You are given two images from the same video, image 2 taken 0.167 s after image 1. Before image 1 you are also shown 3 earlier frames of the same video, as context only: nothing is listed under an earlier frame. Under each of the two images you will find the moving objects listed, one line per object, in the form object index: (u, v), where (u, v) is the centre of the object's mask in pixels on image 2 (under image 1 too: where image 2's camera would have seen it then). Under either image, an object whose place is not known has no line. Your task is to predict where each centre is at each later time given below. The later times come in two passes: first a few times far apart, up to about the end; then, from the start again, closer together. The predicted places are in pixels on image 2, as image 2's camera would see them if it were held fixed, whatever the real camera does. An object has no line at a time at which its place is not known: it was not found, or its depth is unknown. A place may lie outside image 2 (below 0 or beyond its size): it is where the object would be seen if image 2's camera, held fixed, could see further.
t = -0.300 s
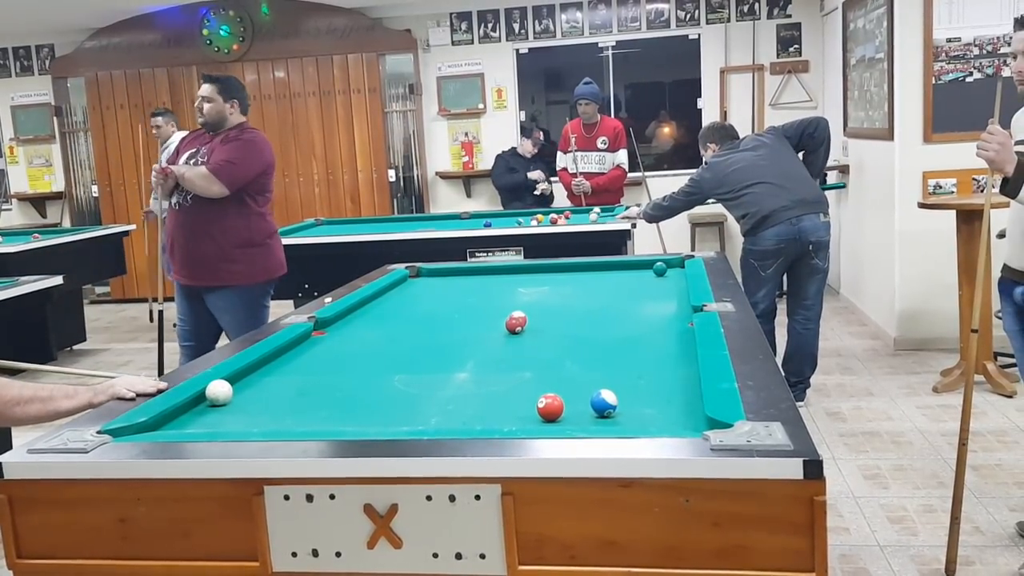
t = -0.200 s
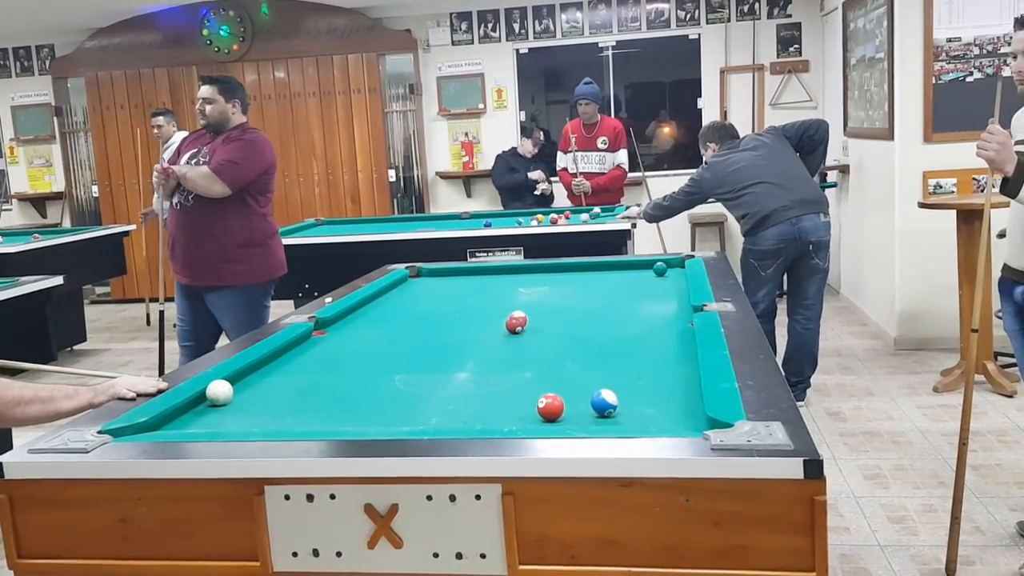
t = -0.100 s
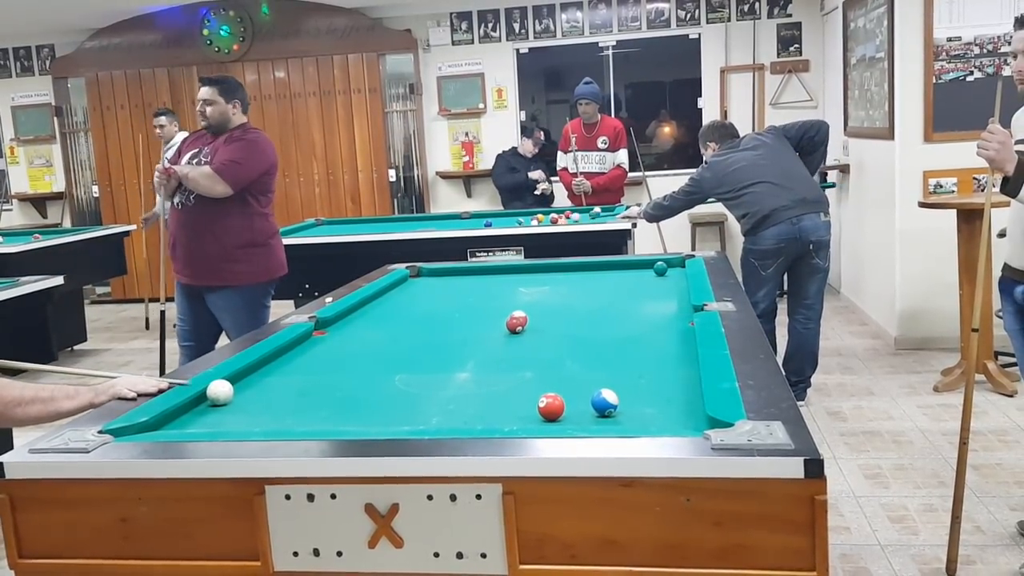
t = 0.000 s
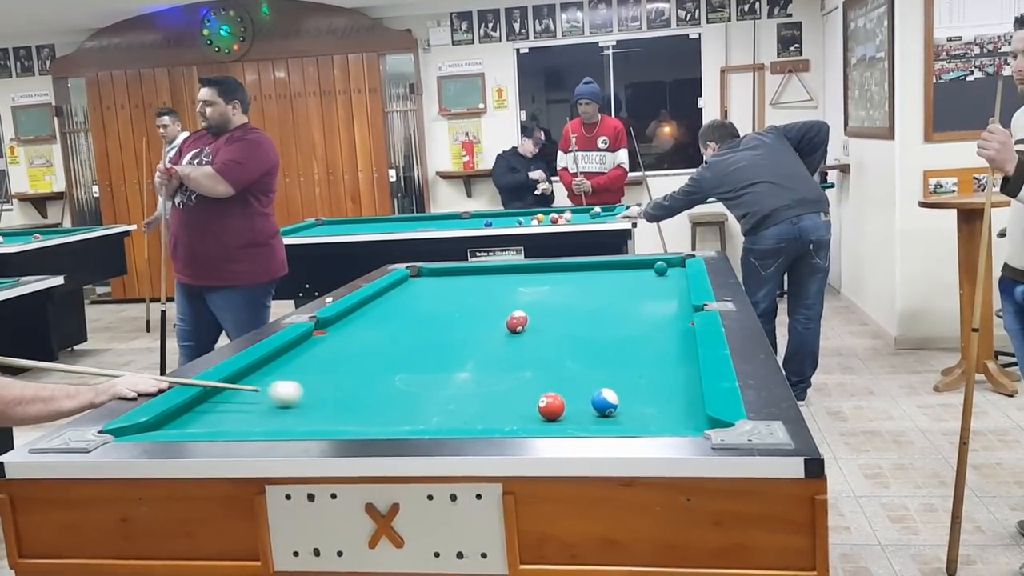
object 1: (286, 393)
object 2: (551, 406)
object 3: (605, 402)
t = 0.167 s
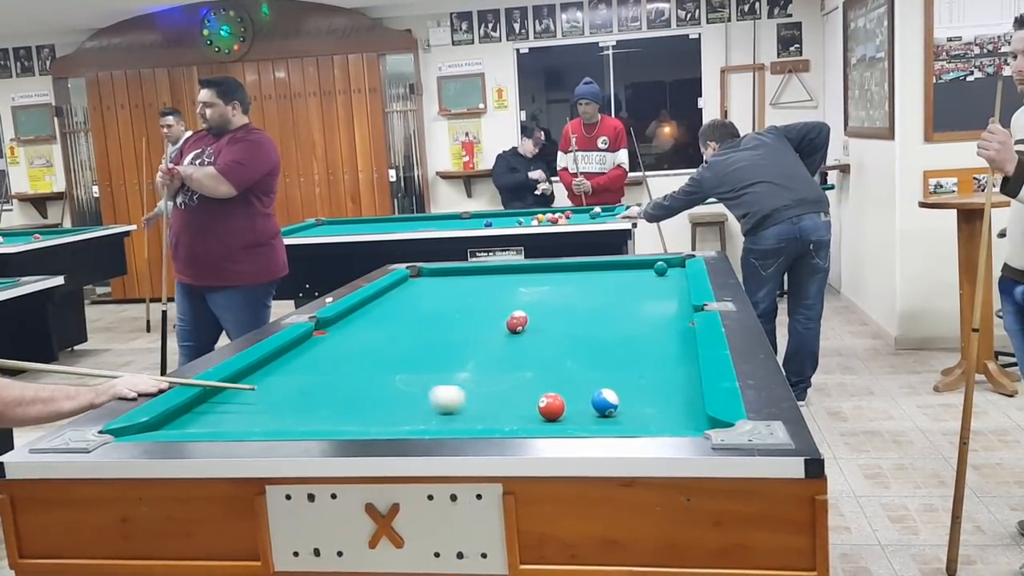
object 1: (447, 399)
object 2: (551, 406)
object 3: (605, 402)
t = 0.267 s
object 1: (537, 400)
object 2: (575, 408)
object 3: (605, 402)
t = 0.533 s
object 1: (648, 386)
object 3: (628, 409)
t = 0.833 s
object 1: (635, 373)
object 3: (672, 416)
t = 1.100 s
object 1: (574, 365)
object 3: (701, 422)
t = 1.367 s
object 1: (521, 359)
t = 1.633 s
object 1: (475, 353)
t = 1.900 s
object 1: (435, 348)
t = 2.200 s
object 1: (397, 343)
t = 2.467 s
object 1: (366, 339)
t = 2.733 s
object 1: (340, 336)
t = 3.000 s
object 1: (316, 333)
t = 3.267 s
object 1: (332, 331)
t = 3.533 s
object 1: (350, 328)
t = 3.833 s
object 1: (366, 326)
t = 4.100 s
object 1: (377, 325)
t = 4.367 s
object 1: (385, 324)
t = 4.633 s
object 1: (390, 323)
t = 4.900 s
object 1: (392, 323)
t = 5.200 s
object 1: (391, 323)
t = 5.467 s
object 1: (391, 323)
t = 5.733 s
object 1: (391, 323)
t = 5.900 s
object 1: (391, 323)
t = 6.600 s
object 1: (392, 323)
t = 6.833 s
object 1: (391, 323)
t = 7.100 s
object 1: (391, 323)
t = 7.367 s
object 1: (391, 323)
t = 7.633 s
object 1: (391, 323)
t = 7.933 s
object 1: (391, 323)
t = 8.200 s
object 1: (391, 323)
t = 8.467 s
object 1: (391, 323)
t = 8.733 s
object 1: (391, 323)
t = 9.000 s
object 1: (391, 323)
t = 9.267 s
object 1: (391, 323)
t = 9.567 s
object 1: (391, 323)
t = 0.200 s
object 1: (482, 399)
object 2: (551, 406)
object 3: (605, 402)
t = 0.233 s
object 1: (517, 401)
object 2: (551, 406)
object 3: (605, 402)
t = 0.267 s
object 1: (537, 400)
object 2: (575, 408)
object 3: (605, 402)
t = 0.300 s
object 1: (550, 399)
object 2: (608, 412)
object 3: (605, 396)
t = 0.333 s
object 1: (564, 397)
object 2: (642, 415)
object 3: (605, 402)
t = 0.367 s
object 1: (579, 396)
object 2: (677, 419)
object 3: (605, 402)
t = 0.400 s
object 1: (591, 392)
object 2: (705, 422)
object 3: (609, 403)
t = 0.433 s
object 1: (606, 388)
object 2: (710, 426)
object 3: (614, 405)
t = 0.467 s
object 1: (621, 386)
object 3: (619, 407)
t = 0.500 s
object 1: (636, 387)
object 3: (624, 407)
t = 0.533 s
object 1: (648, 386)
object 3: (628, 409)
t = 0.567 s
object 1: (661, 384)
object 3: (633, 409)
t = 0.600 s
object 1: (674, 382)
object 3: (639, 410)
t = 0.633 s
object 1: (686, 381)
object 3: (643, 412)
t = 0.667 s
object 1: (680, 379)
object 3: (648, 413)
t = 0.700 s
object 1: (670, 378)
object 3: (653, 414)
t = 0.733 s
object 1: (661, 377)
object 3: (657, 414)
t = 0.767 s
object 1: (652, 376)
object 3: (662, 415)
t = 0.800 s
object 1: (644, 375)
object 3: (667, 415)
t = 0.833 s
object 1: (635, 373)
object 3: (672, 416)
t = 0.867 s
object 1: (627, 372)
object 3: (678, 417)
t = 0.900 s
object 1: (619, 371)
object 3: (683, 418)
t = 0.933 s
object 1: (611, 370)
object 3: (688, 419)
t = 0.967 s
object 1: (603, 369)
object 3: (692, 420)
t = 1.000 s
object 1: (596, 368)
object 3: (696, 421)
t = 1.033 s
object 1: (588, 367)
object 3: (700, 421)
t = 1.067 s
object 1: (581, 366)
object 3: (701, 422)
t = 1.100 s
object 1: (574, 365)
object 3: (701, 422)
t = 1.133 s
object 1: (567, 364)
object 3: (702, 424)
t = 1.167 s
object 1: (560, 364)
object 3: (703, 424)
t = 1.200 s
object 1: (553, 363)
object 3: (706, 425)
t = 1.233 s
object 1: (547, 362)
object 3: (709, 427)
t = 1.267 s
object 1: (540, 361)
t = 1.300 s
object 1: (533, 360)
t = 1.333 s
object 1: (527, 359)
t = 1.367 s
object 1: (521, 359)
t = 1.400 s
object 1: (515, 358)
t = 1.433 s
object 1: (509, 357)
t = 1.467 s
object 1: (503, 356)
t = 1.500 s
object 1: (497, 356)
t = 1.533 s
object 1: (491, 355)
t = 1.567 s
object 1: (486, 354)
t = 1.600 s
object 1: (481, 354)
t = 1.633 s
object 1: (475, 353)
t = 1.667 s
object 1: (470, 352)
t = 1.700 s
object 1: (465, 351)
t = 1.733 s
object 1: (459, 351)
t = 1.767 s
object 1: (454, 350)
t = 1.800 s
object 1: (450, 350)
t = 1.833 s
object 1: (445, 349)
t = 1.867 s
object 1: (440, 348)
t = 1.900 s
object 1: (435, 348)
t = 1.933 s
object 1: (431, 347)
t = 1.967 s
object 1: (426, 347)
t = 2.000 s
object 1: (422, 346)
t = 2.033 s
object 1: (417, 346)
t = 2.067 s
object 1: (413, 345)
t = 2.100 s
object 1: (409, 345)
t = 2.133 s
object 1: (405, 344)
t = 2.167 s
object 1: (401, 344)
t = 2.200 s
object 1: (397, 343)
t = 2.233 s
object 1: (392, 343)
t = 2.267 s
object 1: (389, 342)
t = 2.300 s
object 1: (385, 342)
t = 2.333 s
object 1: (381, 341)
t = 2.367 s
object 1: (377, 341)
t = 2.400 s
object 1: (373, 340)
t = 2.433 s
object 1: (369, 340)
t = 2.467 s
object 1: (366, 339)
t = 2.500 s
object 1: (363, 339)
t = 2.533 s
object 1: (359, 339)
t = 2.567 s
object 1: (356, 338)
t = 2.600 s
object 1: (352, 338)
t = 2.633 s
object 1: (349, 337)
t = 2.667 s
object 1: (346, 337)
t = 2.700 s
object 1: (343, 337)
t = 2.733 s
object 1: (340, 336)
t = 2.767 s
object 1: (337, 336)
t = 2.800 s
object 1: (333, 336)
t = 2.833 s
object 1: (331, 335)
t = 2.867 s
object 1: (328, 335)
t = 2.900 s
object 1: (324, 334)
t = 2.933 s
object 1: (322, 334)
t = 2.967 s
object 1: (319, 334)
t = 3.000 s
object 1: (316, 333)
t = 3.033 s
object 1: (315, 333)
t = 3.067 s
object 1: (317, 333)
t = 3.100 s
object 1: (320, 332)
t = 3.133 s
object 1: (322, 332)
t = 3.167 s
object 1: (325, 332)
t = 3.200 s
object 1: (327, 331)
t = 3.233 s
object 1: (330, 331)
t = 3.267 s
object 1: (332, 331)
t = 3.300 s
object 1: (335, 330)
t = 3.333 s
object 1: (337, 330)
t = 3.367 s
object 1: (339, 330)
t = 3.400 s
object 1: (341, 329)
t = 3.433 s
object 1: (344, 329)
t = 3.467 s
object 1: (346, 329)
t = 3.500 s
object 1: (348, 329)
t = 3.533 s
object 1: (350, 328)
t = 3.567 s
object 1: (352, 328)
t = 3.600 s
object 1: (354, 328)
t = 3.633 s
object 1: (356, 327)
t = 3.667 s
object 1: (357, 327)
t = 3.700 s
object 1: (359, 327)
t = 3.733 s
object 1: (361, 327)
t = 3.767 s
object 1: (362, 327)
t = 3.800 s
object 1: (364, 326)
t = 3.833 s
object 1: (366, 326)
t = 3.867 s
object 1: (367, 326)
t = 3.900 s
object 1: (369, 326)
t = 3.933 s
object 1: (370, 326)
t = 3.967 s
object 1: (371, 325)
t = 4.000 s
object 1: (373, 325)
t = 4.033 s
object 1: (374, 325)
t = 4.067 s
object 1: (375, 325)
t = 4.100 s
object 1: (377, 325)
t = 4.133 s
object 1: (378, 325)
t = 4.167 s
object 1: (379, 324)
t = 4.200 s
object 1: (380, 324)
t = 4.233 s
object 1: (381, 324)
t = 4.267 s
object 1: (382, 324)
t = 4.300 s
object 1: (383, 324)
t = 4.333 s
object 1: (384, 324)
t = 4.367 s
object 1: (385, 324)
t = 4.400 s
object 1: (386, 324)
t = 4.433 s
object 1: (386, 324)
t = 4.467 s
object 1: (387, 324)
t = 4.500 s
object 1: (387, 324)
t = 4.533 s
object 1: (388, 323)
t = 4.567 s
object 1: (389, 323)
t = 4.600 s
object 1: (389, 323)
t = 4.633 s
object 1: (390, 323)
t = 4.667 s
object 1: (390, 323)
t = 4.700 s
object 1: (391, 323)
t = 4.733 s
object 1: (391, 323)
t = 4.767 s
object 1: (391, 323)
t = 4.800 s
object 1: (391, 323)
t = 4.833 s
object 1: (392, 323)
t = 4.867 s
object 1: (392, 323)
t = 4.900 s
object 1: (392, 323)
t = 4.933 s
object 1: (392, 323)
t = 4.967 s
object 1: (392, 323)
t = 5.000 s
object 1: (392, 323)
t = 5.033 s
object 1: (392, 323)
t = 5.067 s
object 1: (392, 323)
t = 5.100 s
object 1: (392, 323)
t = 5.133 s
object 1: (391, 323)
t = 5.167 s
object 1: (391, 323)
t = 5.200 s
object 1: (391, 323)
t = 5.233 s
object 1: (391, 323)
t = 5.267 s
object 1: (391, 323)
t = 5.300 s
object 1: (391, 323)
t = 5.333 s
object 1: (391, 323)
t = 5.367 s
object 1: (391, 323)
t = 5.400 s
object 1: (391, 323)
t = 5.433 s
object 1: (391, 323)
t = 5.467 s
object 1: (391, 323)
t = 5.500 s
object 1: (391, 323)
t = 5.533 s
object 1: (391, 323)
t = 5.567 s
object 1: (391, 323)
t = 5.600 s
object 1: (391, 323)
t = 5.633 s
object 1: (391, 323)
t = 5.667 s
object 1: (391, 323)
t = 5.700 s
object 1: (391, 323)
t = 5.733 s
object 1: (391, 323)
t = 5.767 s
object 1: (391, 323)
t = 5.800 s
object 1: (391, 323)
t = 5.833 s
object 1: (391, 323)
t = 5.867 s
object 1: (395, 323)
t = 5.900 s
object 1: (391, 323)
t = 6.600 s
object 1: (392, 323)
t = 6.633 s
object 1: (392, 323)
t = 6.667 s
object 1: (392, 323)
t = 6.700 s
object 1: (392, 323)
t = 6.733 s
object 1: (391, 323)
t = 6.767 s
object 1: (391, 323)
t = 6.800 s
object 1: (391, 323)
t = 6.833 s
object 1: (391, 323)
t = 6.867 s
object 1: (391, 323)
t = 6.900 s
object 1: (391, 323)
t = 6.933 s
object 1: (391, 323)
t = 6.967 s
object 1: (392, 323)
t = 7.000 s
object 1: (391, 323)
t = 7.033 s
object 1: (391, 323)
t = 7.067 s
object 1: (391, 323)
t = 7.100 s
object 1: (391, 323)
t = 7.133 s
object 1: (391, 323)
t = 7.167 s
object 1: (391, 323)
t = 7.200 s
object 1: (391, 323)
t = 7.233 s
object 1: (391, 323)
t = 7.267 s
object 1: (391, 323)
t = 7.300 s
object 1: (391, 323)
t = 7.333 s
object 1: (391, 323)
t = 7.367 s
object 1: (391, 323)
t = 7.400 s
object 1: (391, 323)
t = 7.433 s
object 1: (391, 323)
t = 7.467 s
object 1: (391, 323)
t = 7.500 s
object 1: (391, 323)
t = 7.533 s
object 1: (391, 323)
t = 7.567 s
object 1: (391, 323)
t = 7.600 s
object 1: (391, 323)
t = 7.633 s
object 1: (391, 323)
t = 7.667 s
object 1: (391, 323)
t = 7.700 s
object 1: (391, 323)
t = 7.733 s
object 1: (392, 323)
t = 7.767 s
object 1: (391, 323)
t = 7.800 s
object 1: (391, 323)
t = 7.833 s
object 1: (391, 323)
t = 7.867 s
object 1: (391, 323)
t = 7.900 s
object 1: (391, 323)
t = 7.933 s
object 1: (391, 323)
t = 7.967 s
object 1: (391, 323)
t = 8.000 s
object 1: (391, 323)
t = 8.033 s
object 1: (391, 324)
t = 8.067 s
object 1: (391, 323)
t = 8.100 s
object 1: (391, 323)
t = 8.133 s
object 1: (391, 323)
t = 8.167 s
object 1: (391, 323)
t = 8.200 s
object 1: (391, 323)
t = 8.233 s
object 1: (391, 323)
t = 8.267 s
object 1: (391, 323)
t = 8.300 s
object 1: (391, 323)
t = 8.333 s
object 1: (391, 323)
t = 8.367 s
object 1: (391, 323)
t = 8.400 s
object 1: (391, 323)
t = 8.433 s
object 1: (391, 323)
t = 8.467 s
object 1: (391, 323)
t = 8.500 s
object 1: (391, 323)
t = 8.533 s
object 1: (391, 323)
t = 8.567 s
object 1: (391, 323)
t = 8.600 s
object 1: (391, 323)
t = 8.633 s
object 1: (391, 323)
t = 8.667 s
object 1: (391, 323)
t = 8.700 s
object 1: (391, 323)
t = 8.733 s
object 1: (391, 323)
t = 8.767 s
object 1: (391, 323)
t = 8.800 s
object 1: (391, 323)
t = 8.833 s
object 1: (391, 323)
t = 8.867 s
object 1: (391, 323)
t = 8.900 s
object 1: (391, 323)
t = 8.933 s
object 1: (391, 323)
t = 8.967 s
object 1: (391, 323)
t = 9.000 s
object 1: (391, 323)
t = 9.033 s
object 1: (391, 323)
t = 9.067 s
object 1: (391, 323)
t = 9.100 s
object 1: (391, 323)
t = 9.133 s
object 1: (391, 323)
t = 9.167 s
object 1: (391, 323)
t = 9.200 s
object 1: (391, 323)
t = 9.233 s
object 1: (391, 323)
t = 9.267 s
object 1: (391, 323)
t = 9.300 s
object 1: (391, 323)
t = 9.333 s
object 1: (391, 323)
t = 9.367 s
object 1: (391, 323)
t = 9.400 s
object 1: (391, 323)
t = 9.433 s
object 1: (391, 323)
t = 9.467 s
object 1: (391, 324)
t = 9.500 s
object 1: (391, 323)
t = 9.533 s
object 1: (391, 323)
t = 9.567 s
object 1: (391, 323)
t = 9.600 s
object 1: (391, 323)
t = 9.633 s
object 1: (391, 323)
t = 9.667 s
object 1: (391, 323)
